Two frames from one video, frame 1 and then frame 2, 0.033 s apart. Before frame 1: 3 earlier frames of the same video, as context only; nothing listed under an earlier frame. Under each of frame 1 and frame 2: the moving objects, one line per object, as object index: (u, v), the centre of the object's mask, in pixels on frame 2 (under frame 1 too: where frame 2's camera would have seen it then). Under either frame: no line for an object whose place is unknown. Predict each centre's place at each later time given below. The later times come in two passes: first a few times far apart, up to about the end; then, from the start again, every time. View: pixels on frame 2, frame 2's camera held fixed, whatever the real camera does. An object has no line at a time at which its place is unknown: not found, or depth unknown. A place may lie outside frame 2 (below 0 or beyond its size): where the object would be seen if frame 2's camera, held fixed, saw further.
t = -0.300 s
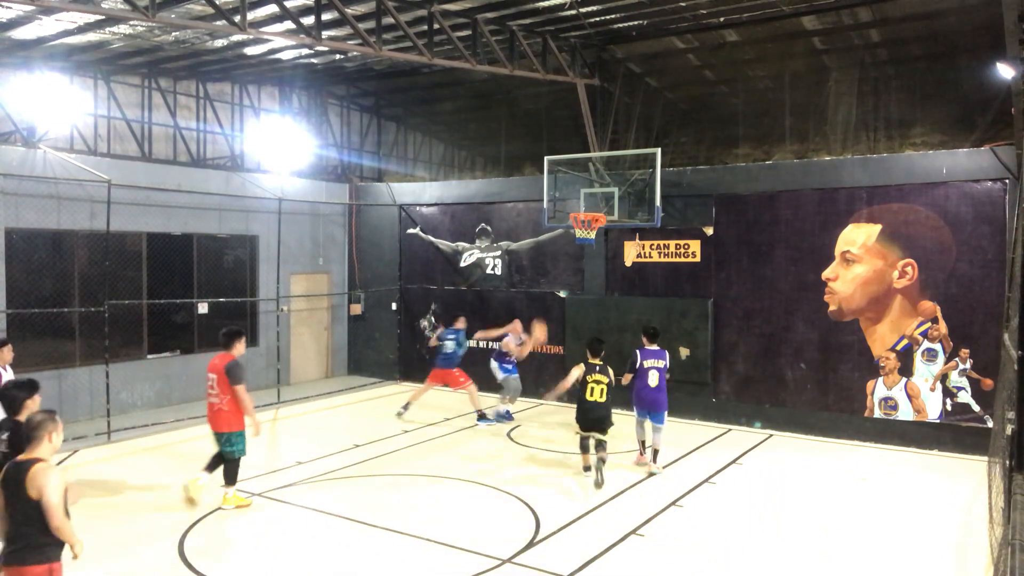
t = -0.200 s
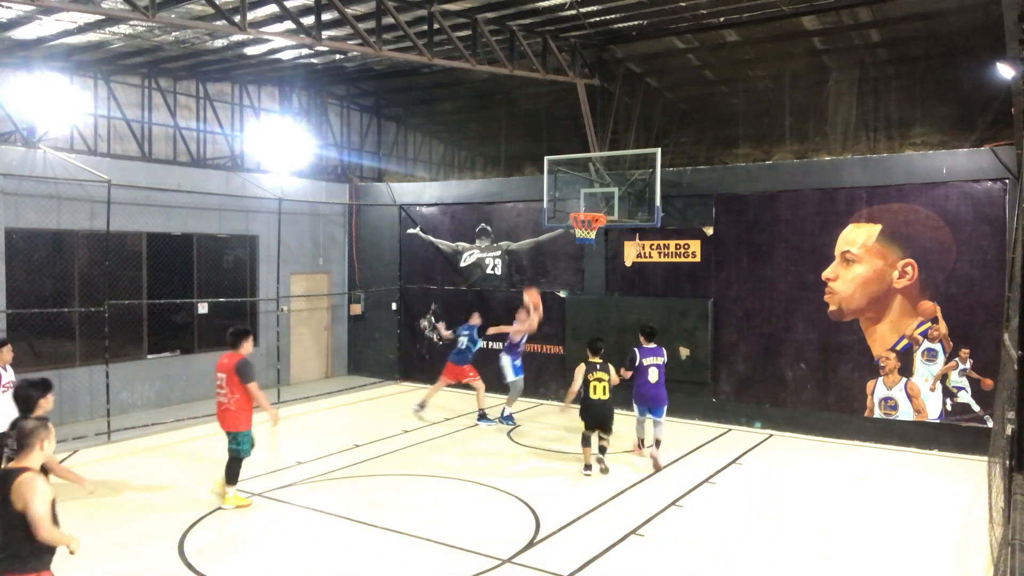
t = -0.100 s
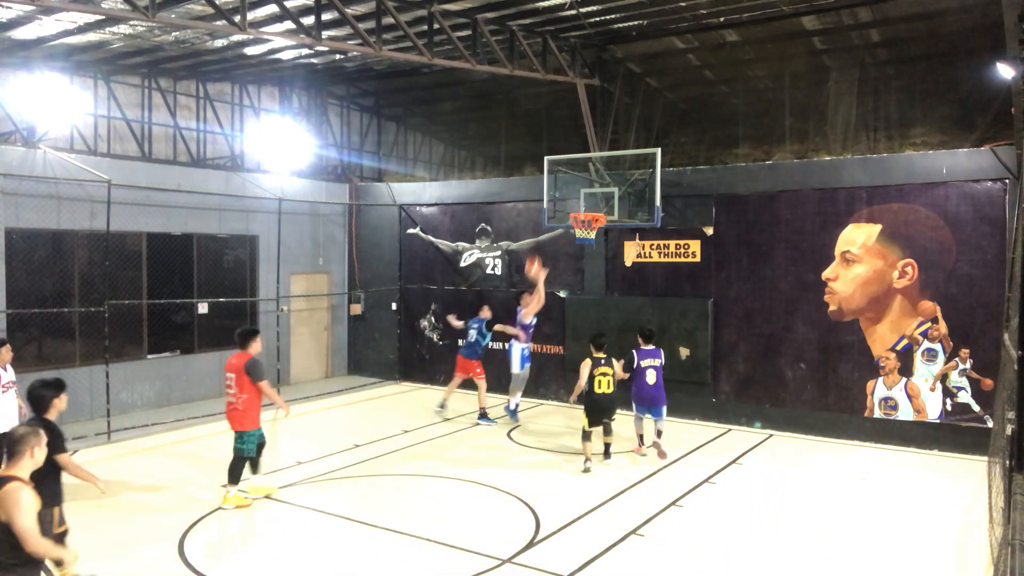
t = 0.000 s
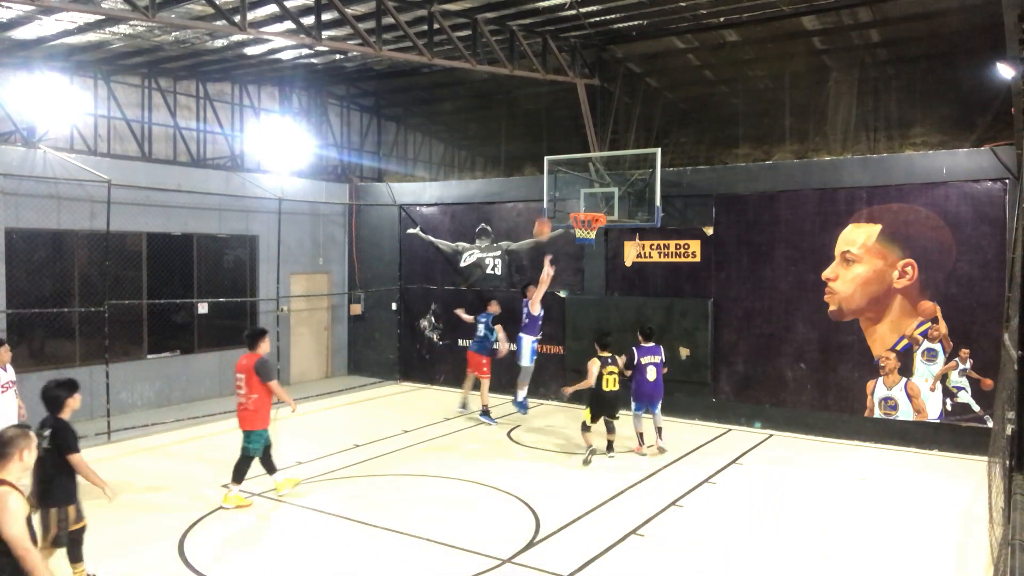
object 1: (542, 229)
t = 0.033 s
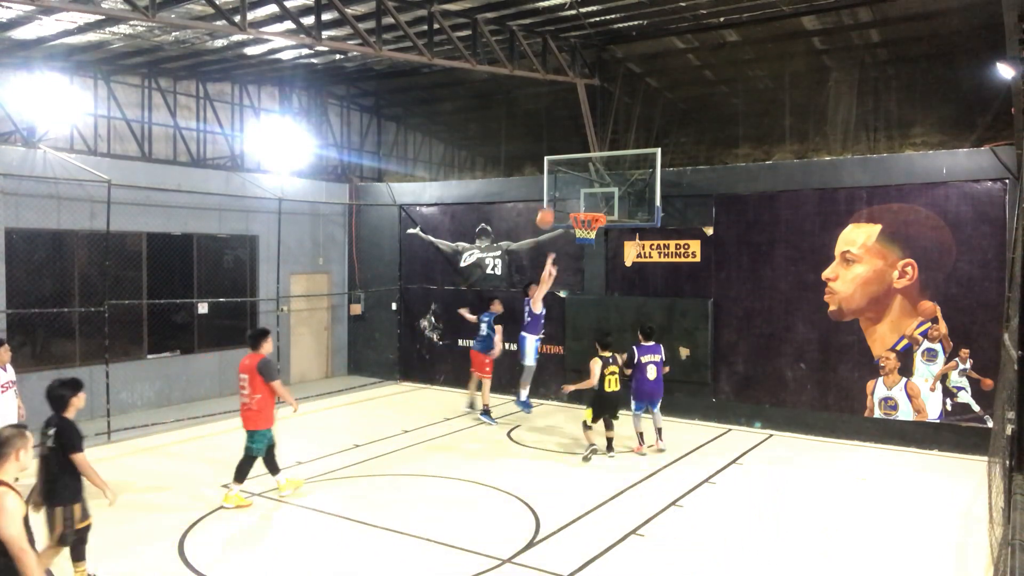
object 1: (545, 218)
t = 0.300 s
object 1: (570, 155)
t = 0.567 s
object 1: (593, 142)
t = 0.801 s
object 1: (603, 162)
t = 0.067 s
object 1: (549, 207)
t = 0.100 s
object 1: (552, 198)
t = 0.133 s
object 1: (555, 188)
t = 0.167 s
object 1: (558, 180)
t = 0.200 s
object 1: (561, 173)
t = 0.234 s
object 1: (564, 167)
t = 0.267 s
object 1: (567, 160)
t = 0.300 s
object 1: (570, 155)
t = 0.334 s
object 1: (573, 150)
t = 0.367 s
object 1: (576, 146)
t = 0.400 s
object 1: (579, 144)
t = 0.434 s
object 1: (582, 142)
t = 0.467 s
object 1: (584, 141)
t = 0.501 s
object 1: (587, 141)
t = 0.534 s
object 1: (590, 141)
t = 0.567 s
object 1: (593, 142)
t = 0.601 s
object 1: (596, 144)
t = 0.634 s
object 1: (599, 147)
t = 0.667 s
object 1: (600, 149)
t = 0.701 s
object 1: (601, 150)
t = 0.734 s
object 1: (601, 153)
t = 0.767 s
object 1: (603, 157)
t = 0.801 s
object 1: (603, 162)
